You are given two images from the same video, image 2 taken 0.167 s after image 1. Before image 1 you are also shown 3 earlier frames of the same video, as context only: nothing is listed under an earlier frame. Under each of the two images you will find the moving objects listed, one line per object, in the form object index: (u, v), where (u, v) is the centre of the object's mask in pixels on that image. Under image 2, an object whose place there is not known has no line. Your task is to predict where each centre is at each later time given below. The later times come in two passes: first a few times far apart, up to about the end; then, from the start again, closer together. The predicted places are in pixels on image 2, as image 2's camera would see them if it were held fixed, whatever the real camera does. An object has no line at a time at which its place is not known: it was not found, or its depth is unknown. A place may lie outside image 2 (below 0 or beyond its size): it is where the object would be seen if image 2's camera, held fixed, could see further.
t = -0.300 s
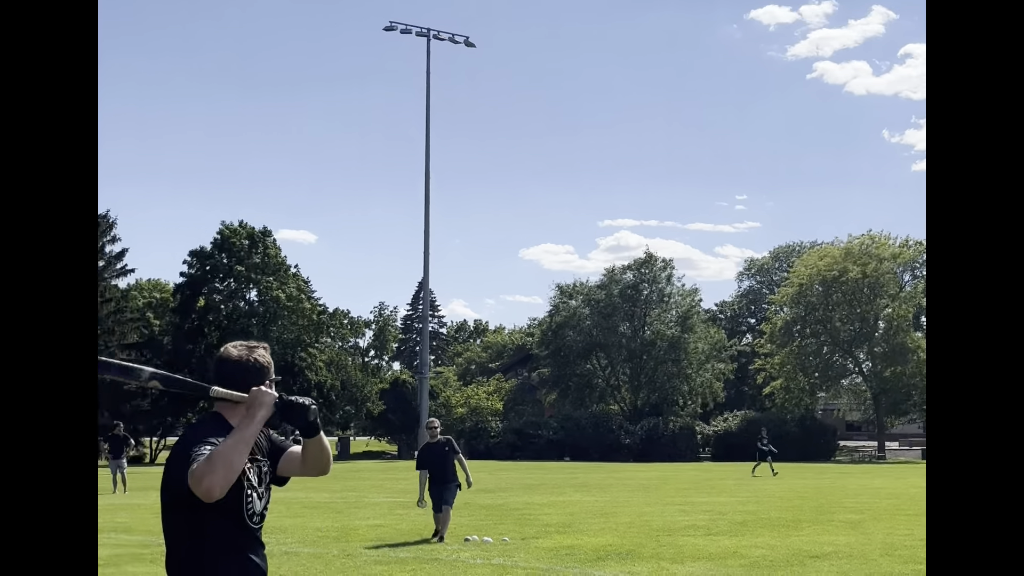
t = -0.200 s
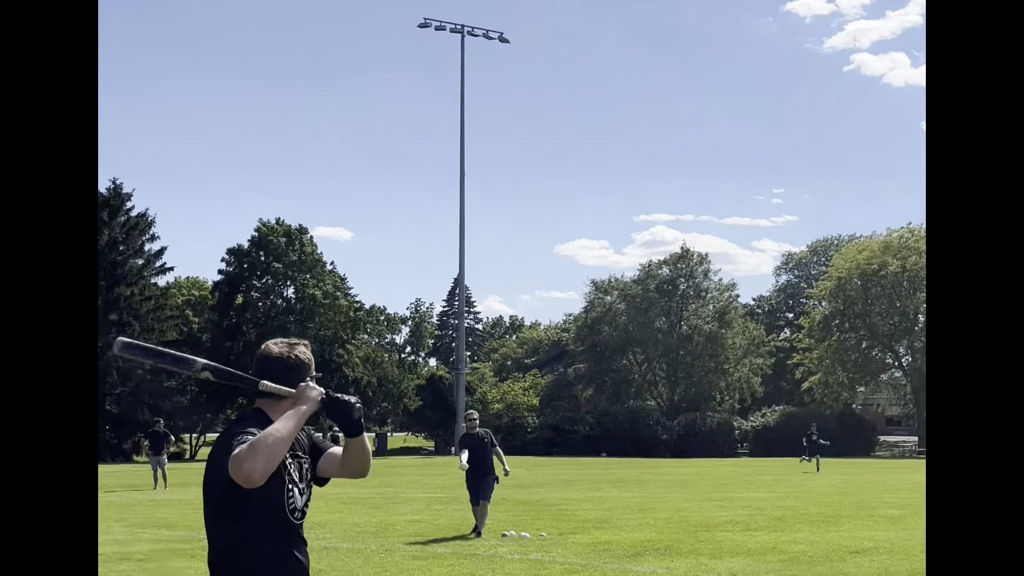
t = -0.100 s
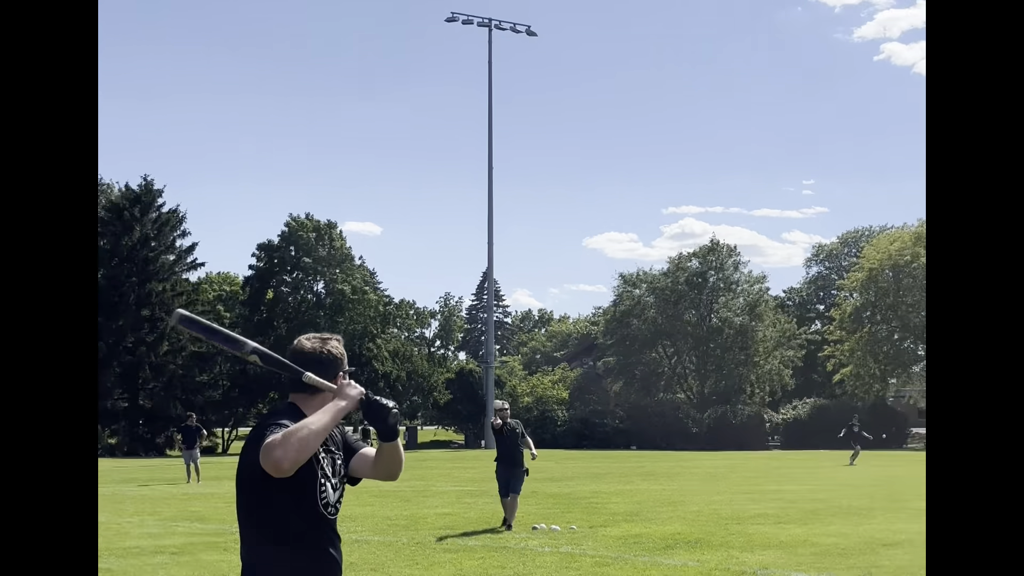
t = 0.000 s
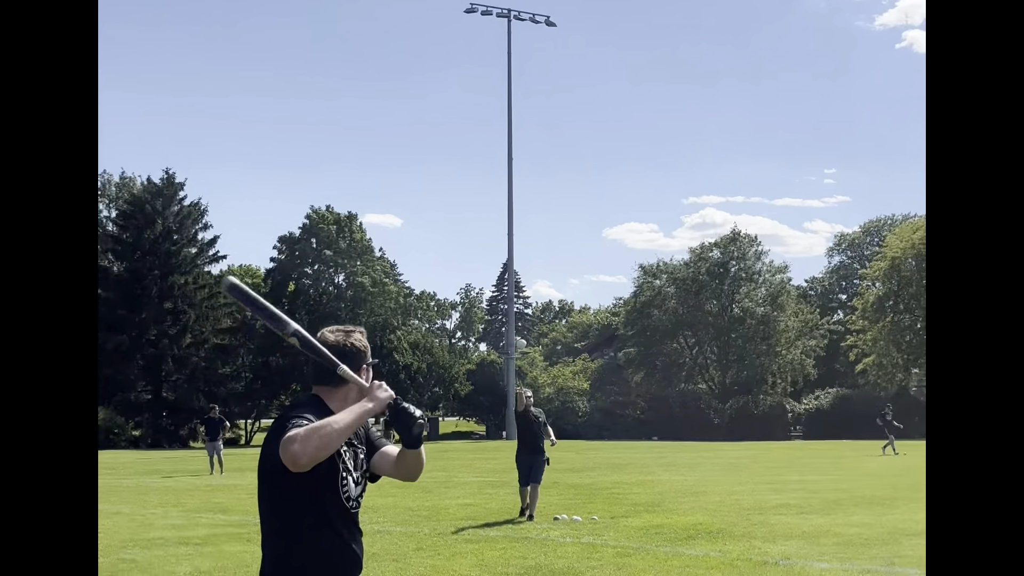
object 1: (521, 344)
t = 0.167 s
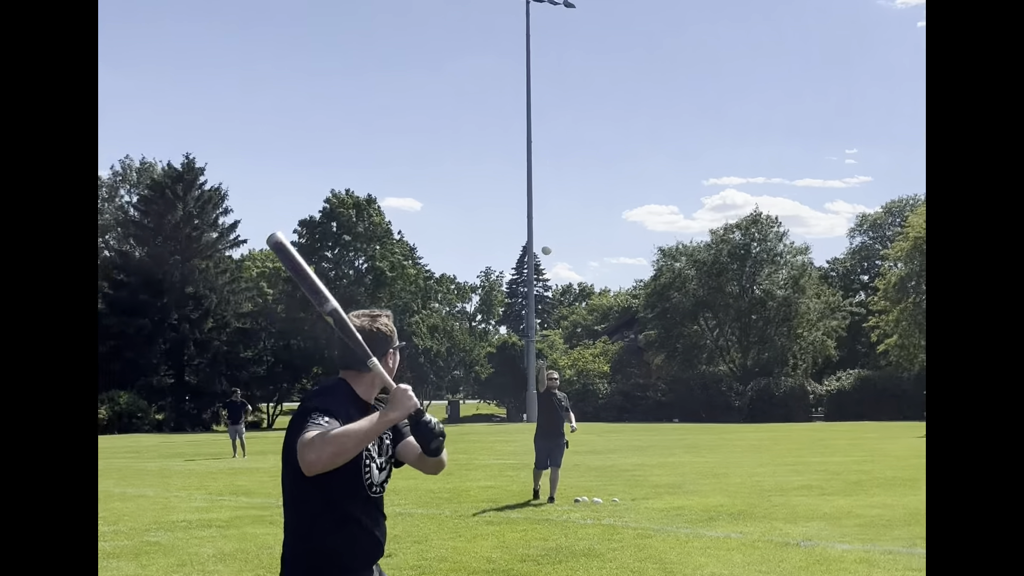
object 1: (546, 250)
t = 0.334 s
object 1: (552, 188)
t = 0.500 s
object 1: (558, 142)
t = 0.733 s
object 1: (564, 118)
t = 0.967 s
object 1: (570, 169)
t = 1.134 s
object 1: (574, 284)
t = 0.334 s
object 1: (552, 188)
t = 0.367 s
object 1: (553, 177)
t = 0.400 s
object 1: (554, 167)
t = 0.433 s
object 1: (555, 158)
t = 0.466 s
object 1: (557, 150)
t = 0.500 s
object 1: (558, 142)
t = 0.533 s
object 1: (559, 136)
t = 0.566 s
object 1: (560, 130)
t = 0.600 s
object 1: (561, 125)
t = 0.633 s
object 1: (562, 122)
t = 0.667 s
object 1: (563, 119)
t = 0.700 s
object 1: (563, 118)
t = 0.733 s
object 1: (564, 118)
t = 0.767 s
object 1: (565, 120)
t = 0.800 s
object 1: (566, 123)
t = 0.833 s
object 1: (567, 128)
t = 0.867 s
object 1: (568, 135)
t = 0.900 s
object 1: (569, 144)
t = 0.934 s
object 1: (570, 155)
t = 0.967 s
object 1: (570, 169)
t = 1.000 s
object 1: (571, 185)
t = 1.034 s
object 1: (572, 205)
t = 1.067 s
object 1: (573, 227)
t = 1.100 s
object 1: (573, 254)
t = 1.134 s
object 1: (574, 284)
